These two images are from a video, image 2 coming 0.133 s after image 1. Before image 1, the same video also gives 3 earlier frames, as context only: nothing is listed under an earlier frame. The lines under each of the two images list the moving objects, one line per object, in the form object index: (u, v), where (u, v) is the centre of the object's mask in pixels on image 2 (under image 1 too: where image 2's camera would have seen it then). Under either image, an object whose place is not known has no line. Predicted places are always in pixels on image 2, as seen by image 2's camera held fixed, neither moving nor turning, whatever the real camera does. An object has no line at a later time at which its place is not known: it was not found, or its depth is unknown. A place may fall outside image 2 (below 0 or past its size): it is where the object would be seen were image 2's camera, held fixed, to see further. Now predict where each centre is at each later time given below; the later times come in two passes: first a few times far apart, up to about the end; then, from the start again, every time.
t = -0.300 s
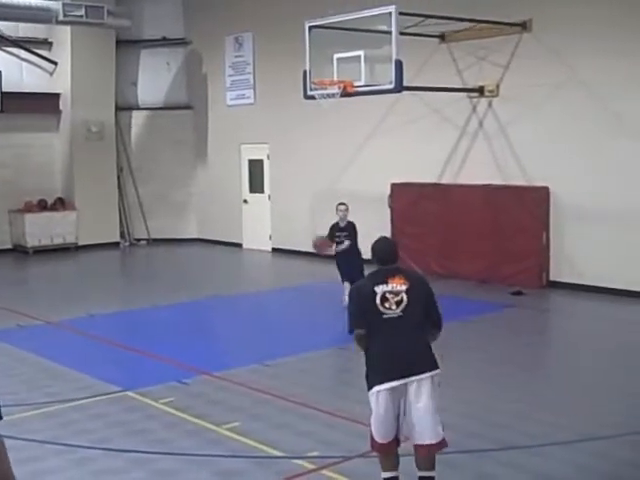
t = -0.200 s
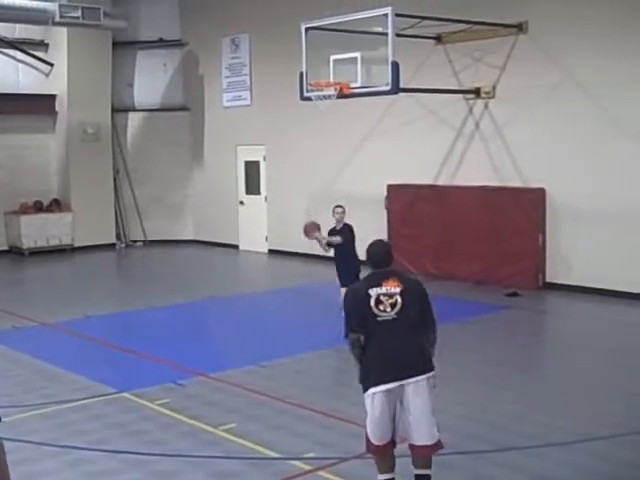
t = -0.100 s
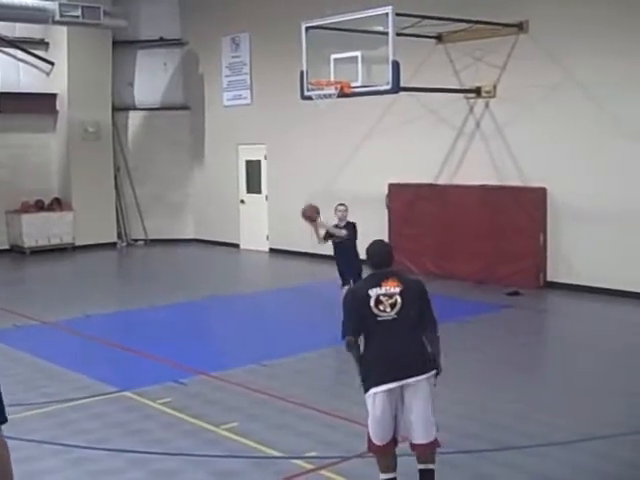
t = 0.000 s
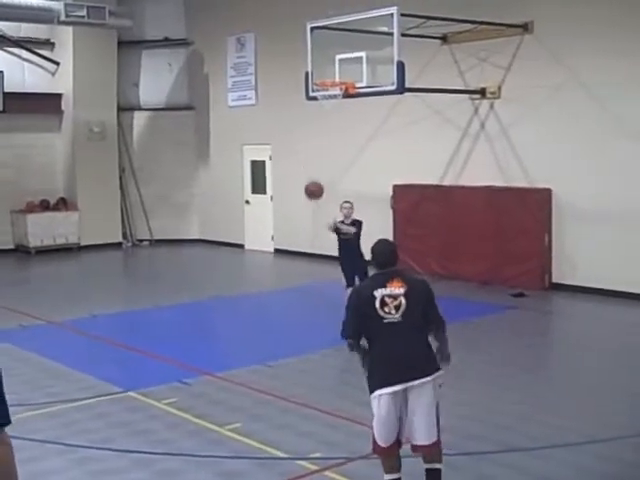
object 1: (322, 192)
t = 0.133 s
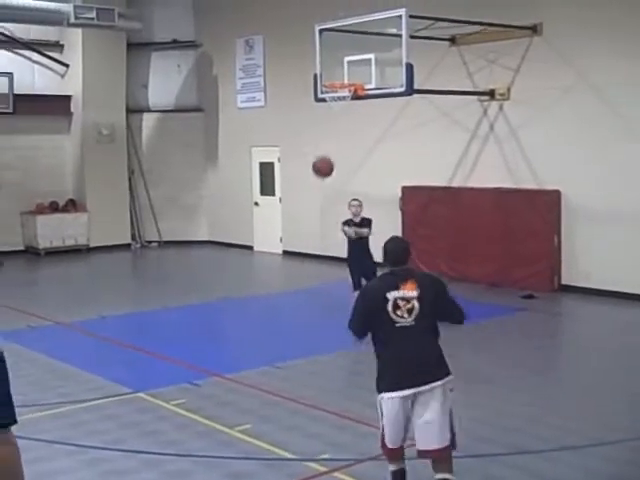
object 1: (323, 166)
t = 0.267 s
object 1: (323, 153)
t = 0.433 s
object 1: (325, 157)
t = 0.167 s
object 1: (323, 162)
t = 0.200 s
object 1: (323, 158)
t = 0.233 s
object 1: (323, 155)
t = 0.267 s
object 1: (323, 153)
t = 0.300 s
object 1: (324, 151)
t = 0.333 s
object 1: (324, 151)
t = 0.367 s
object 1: (324, 152)
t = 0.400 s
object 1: (324, 154)
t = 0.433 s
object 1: (325, 157)
